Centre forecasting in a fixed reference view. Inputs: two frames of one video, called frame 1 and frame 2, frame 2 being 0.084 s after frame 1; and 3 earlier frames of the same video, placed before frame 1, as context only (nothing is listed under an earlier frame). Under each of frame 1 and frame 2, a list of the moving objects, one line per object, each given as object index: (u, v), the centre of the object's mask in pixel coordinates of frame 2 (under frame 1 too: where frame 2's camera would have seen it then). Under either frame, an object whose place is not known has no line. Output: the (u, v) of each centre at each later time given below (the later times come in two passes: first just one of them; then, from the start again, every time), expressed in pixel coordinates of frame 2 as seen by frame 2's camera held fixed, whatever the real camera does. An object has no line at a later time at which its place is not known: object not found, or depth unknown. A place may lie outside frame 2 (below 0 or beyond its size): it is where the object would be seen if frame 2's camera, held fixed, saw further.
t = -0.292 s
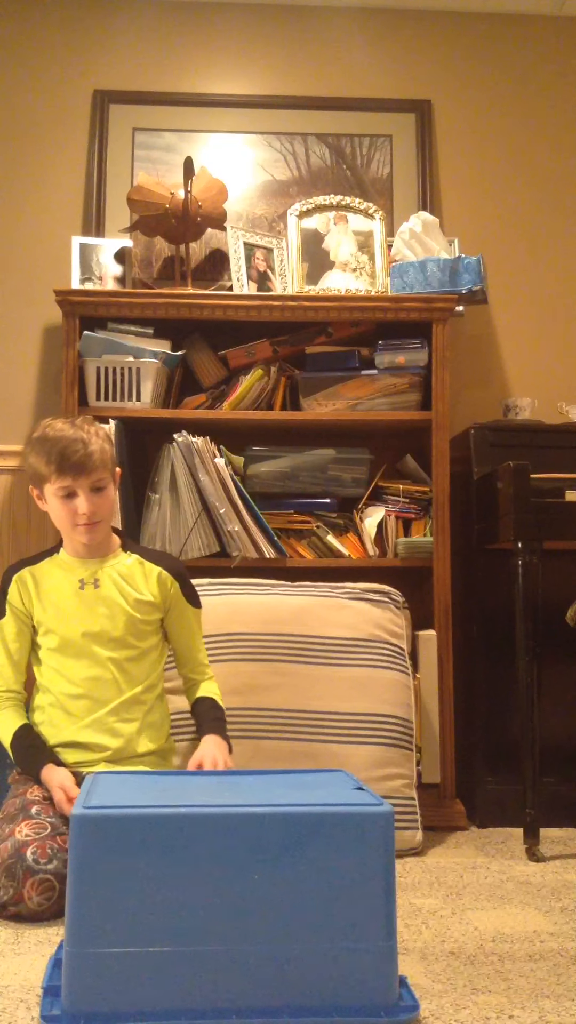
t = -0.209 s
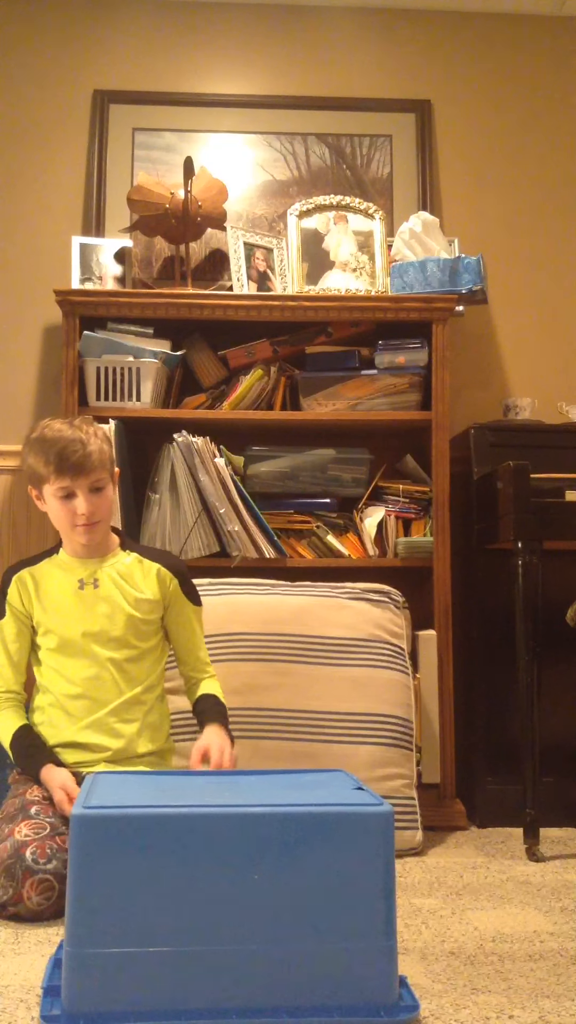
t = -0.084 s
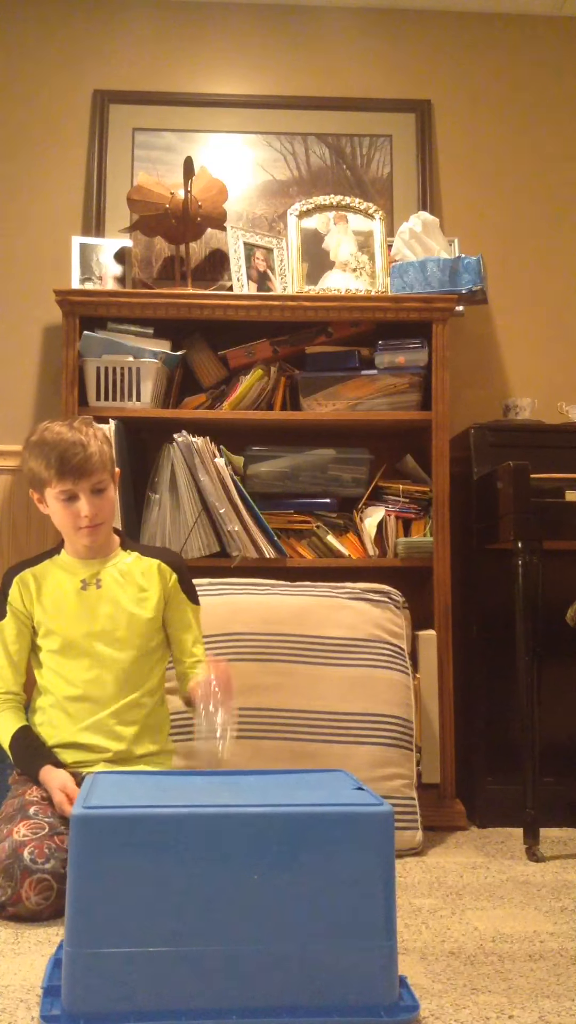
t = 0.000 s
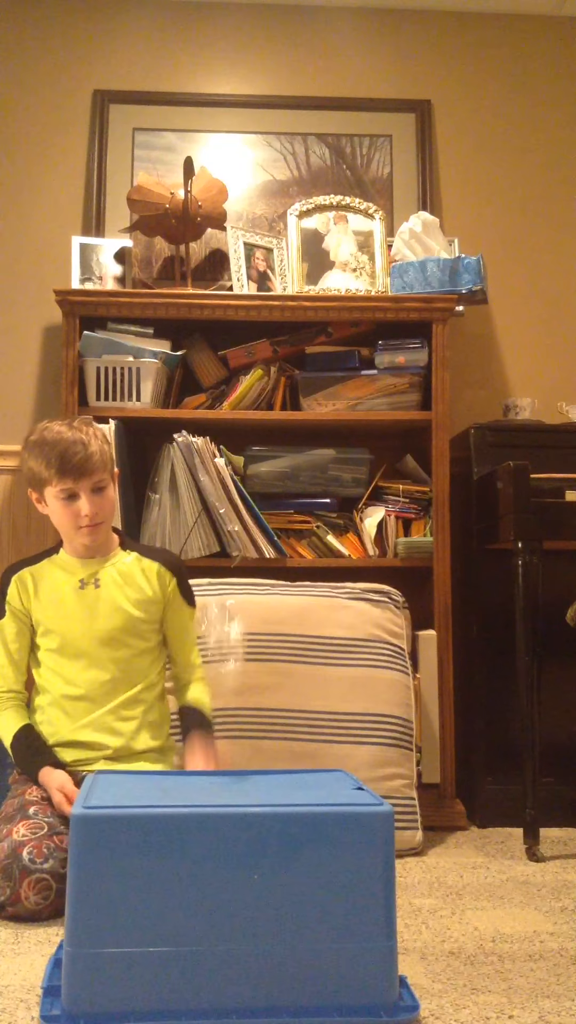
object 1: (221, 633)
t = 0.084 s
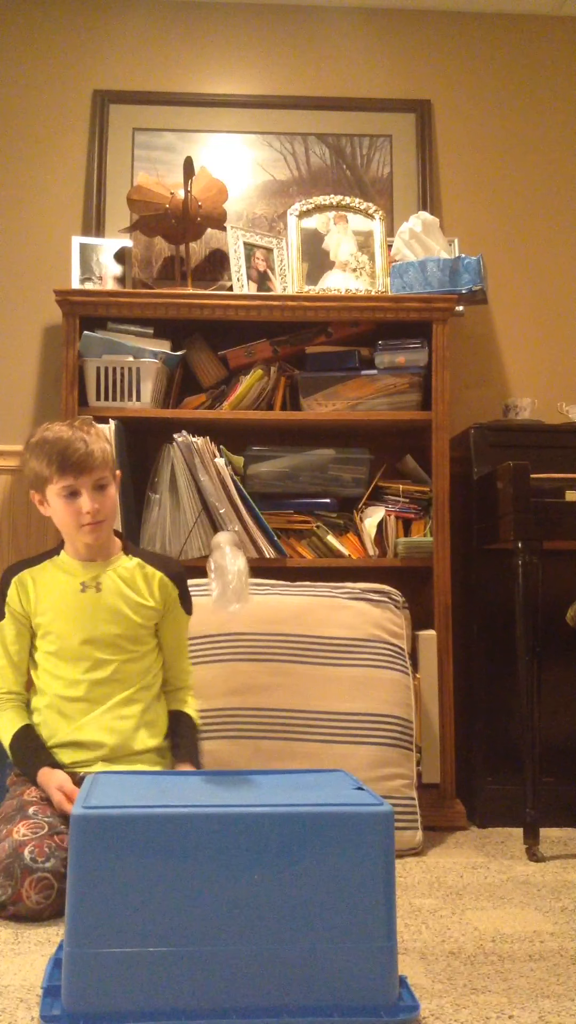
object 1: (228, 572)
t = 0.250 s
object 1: (236, 596)
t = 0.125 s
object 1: (234, 563)
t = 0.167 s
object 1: (235, 561)
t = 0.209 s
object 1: (235, 577)
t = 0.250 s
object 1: (236, 596)
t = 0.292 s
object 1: (237, 655)
